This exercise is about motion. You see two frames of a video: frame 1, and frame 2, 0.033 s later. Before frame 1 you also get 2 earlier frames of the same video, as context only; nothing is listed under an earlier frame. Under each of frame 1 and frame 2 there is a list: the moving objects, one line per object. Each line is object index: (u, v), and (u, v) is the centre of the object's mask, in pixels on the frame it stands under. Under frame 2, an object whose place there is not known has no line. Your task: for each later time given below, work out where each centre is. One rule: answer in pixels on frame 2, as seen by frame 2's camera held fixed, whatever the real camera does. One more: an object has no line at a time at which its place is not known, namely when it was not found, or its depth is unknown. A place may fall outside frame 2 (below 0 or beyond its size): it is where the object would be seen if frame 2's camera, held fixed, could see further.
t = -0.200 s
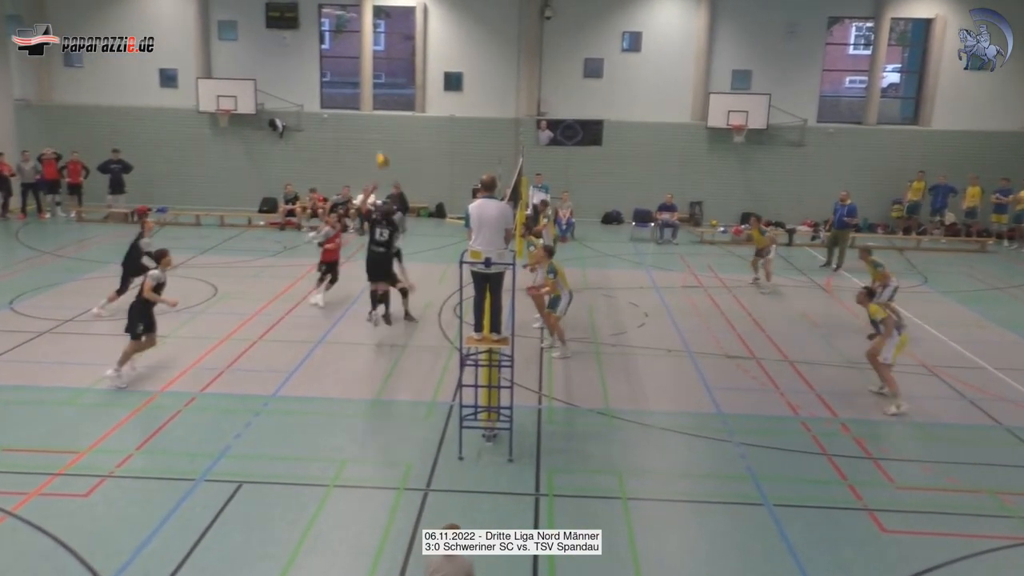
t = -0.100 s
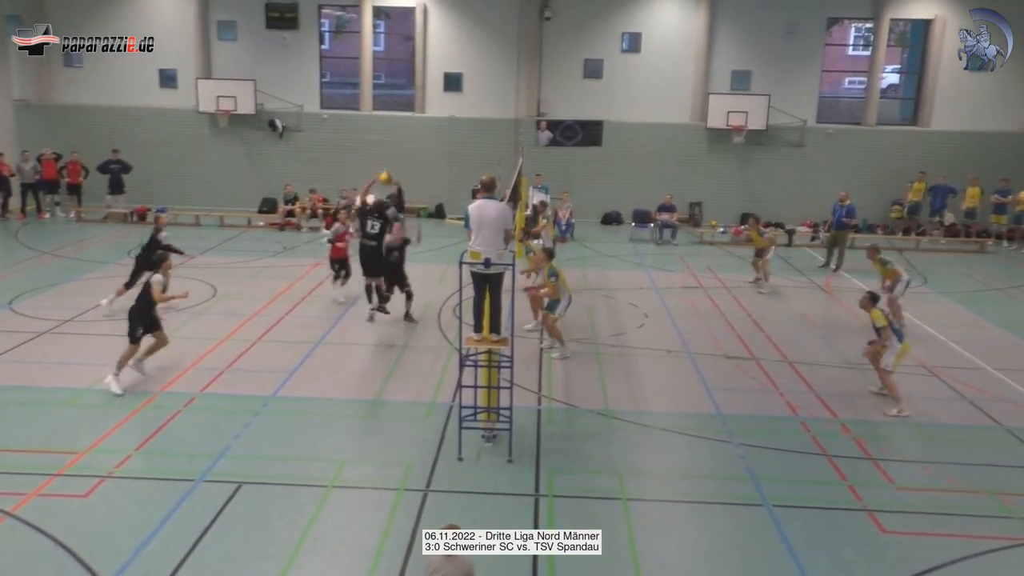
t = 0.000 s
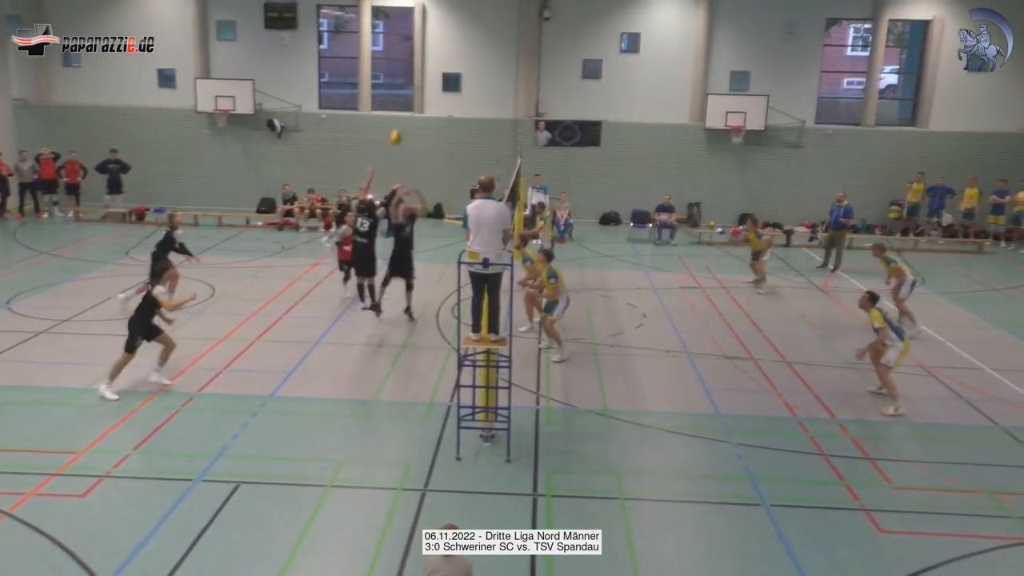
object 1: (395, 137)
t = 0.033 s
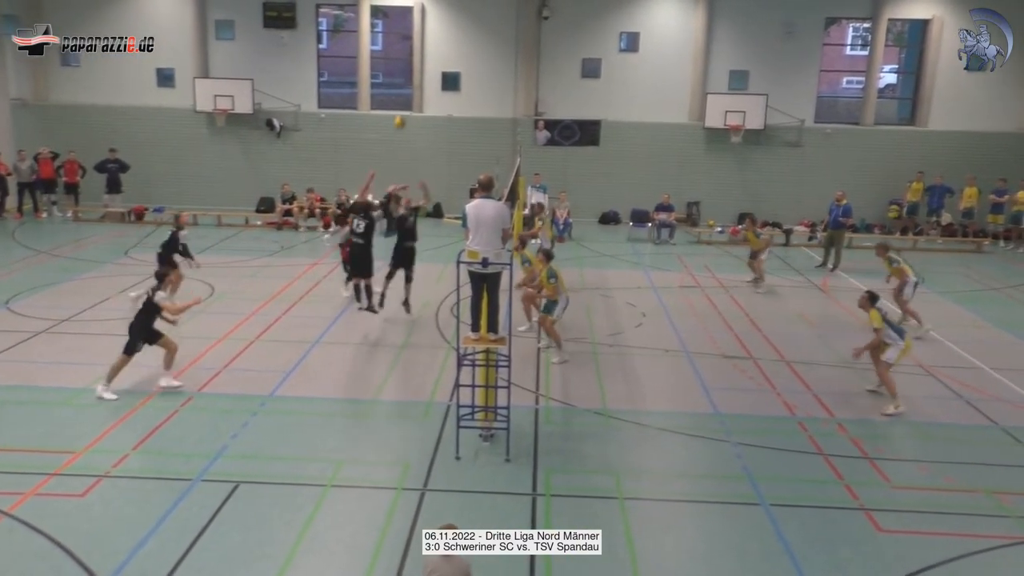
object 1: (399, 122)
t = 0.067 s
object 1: (403, 108)
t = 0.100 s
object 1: (405, 102)
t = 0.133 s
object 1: (409, 92)
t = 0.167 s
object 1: (413, 82)
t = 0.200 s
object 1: (414, 76)
